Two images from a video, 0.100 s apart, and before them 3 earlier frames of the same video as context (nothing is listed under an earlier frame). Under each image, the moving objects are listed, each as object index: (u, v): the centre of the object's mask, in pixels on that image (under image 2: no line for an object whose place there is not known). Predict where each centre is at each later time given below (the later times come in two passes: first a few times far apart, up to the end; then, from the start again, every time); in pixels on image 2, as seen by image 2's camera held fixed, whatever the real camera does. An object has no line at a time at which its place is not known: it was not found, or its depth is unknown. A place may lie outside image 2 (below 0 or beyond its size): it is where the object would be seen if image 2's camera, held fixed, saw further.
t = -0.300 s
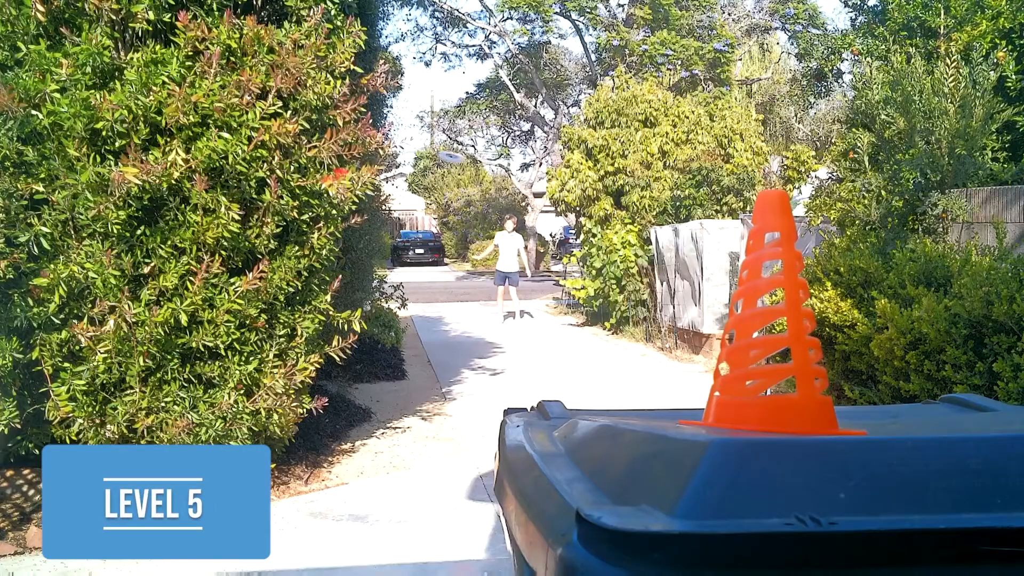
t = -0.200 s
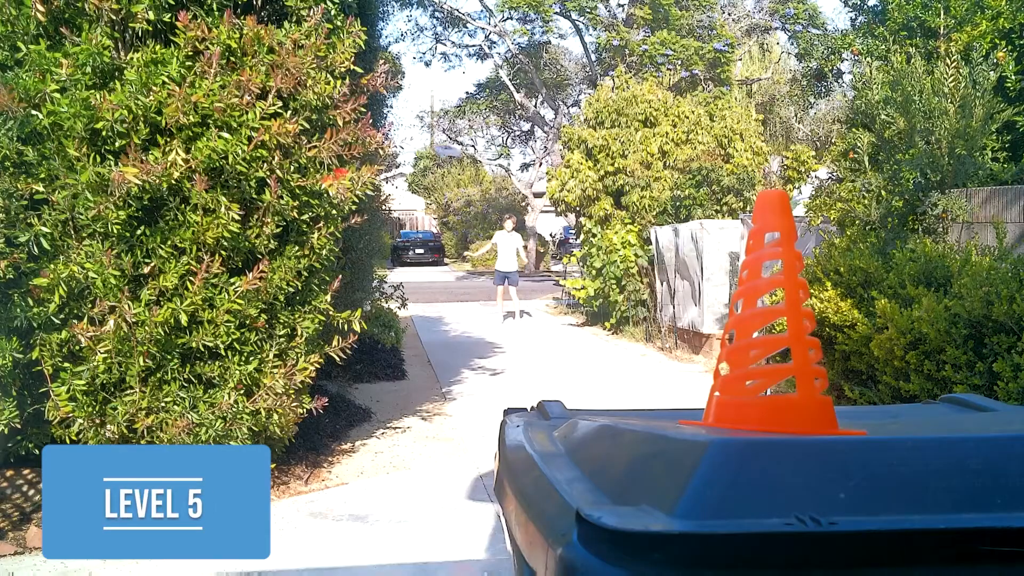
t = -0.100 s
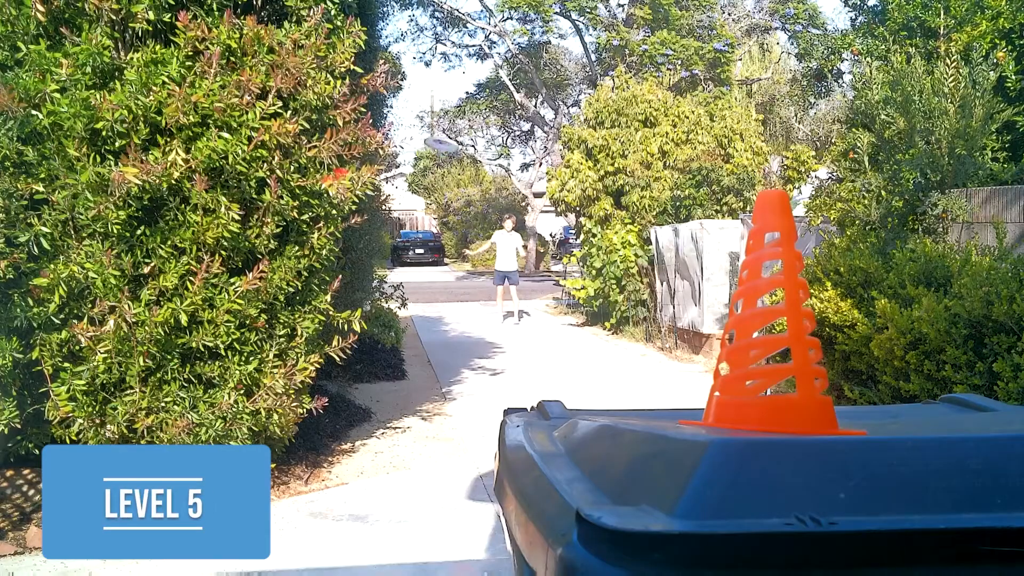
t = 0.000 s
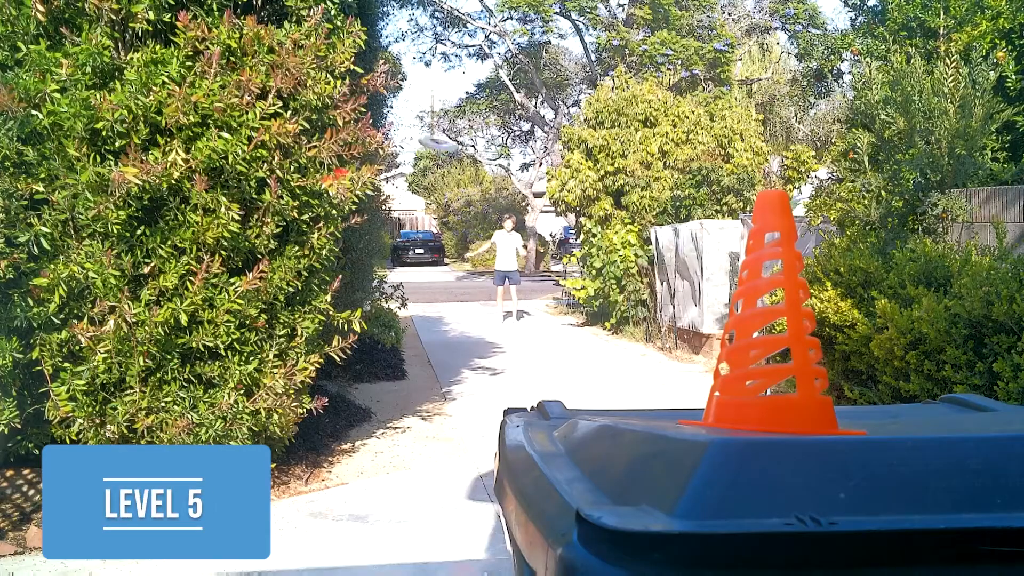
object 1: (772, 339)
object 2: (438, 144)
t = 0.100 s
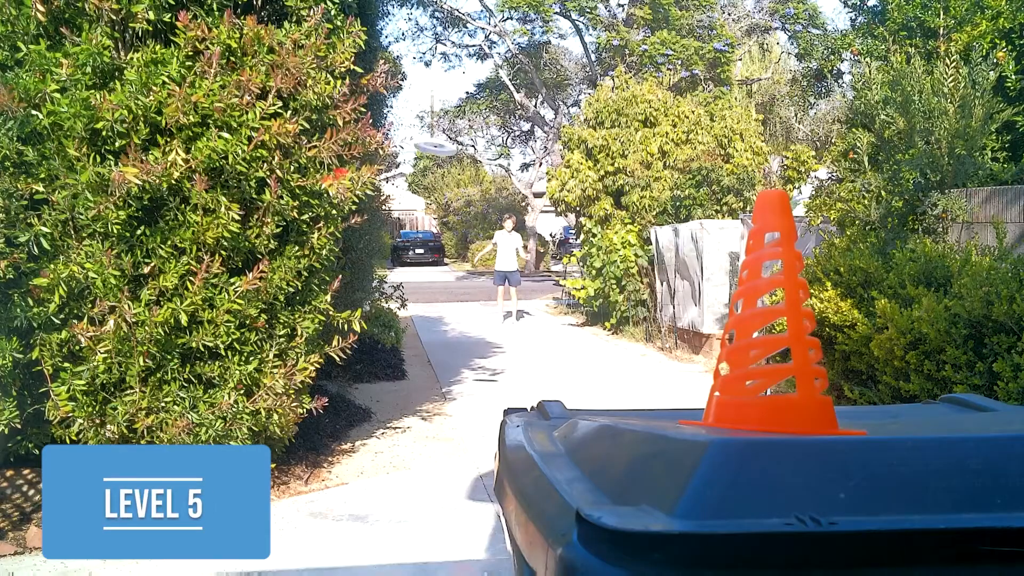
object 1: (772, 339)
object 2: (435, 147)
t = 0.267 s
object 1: (772, 339)
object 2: (440, 156)
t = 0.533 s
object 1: (772, 339)
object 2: (471, 186)
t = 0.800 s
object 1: (772, 339)
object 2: (587, 306)
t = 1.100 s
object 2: (942, 130)
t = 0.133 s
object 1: (772, 339)
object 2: (436, 150)
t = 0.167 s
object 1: (772, 339)
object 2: (437, 151)
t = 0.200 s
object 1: (772, 339)
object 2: (437, 153)
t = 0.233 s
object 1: (772, 339)
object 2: (438, 154)
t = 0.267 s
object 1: (772, 339)
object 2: (440, 156)
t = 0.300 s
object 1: (772, 339)
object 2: (442, 158)
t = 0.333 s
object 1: (772, 339)
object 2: (443, 159)
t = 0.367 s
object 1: (772, 339)
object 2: (446, 163)
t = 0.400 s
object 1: (772, 339)
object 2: (450, 166)
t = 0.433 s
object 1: (772, 339)
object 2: (454, 170)
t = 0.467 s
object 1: (772, 339)
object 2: (459, 174)
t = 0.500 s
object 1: (772, 339)
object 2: (465, 180)
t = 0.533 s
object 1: (772, 339)
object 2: (471, 186)
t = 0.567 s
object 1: (772, 339)
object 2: (479, 193)
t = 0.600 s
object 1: (772, 339)
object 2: (488, 201)
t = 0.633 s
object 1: (772, 339)
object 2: (498, 211)
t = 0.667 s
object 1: (772, 339)
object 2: (511, 223)
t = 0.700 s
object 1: (772, 339)
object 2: (525, 237)
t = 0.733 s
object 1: (772, 339)
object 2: (543, 256)
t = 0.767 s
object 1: (772, 339)
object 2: (562, 279)
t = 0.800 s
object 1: (772, 339)
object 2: (587, 306)
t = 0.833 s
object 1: (772, 339)
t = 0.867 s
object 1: (772, 339)
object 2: (641, 387)
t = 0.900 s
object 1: (772, 339)
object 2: (658, 383)
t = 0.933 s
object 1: (771, 339)
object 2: (681, 324)
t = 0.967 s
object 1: (805, 332)
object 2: (716, 309)
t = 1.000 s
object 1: (891, 314)
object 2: (777, 271)
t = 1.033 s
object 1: (965, 317)
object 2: (881, 212)
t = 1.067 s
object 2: (915, 167)
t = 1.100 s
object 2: (942, 130)
